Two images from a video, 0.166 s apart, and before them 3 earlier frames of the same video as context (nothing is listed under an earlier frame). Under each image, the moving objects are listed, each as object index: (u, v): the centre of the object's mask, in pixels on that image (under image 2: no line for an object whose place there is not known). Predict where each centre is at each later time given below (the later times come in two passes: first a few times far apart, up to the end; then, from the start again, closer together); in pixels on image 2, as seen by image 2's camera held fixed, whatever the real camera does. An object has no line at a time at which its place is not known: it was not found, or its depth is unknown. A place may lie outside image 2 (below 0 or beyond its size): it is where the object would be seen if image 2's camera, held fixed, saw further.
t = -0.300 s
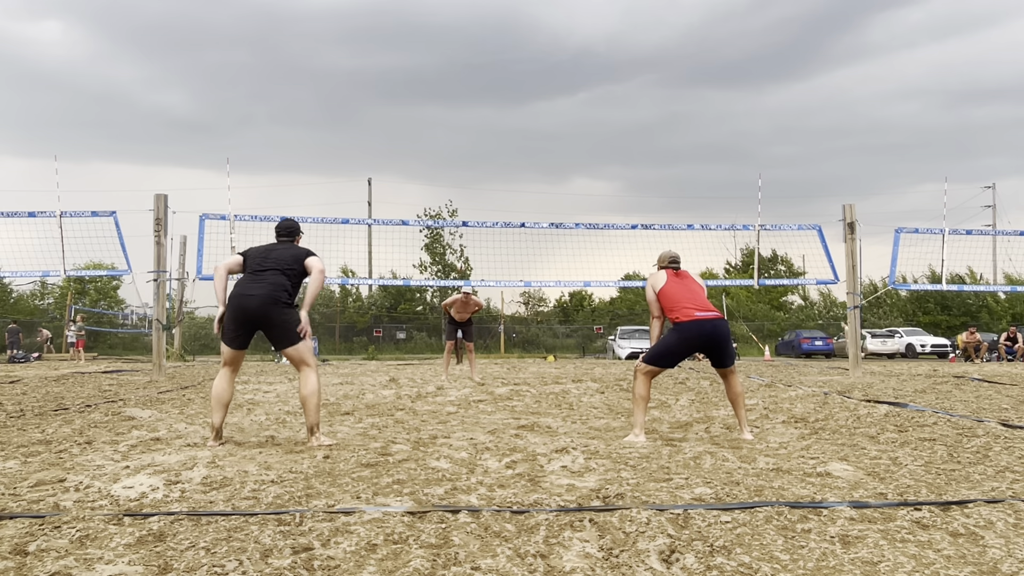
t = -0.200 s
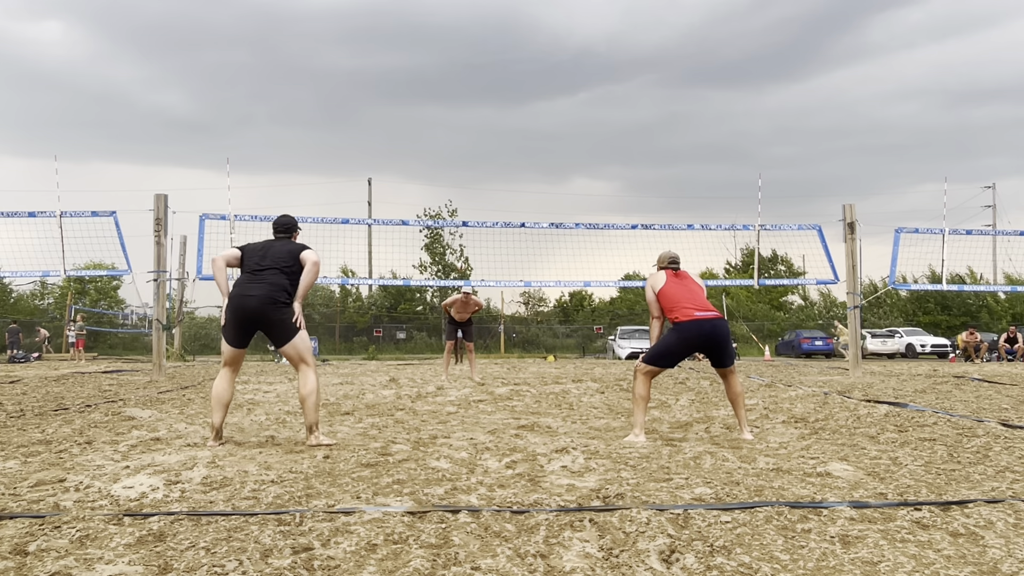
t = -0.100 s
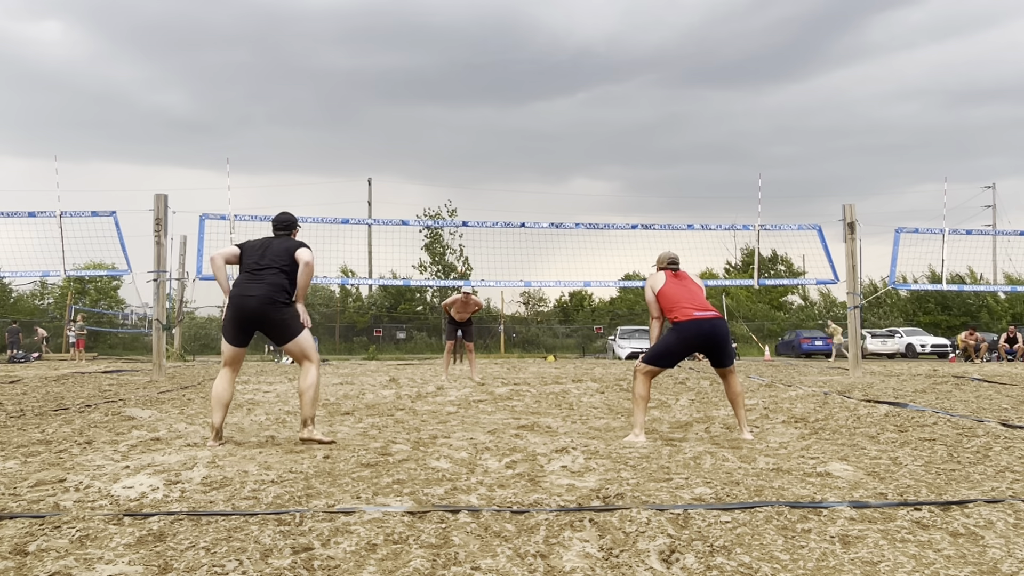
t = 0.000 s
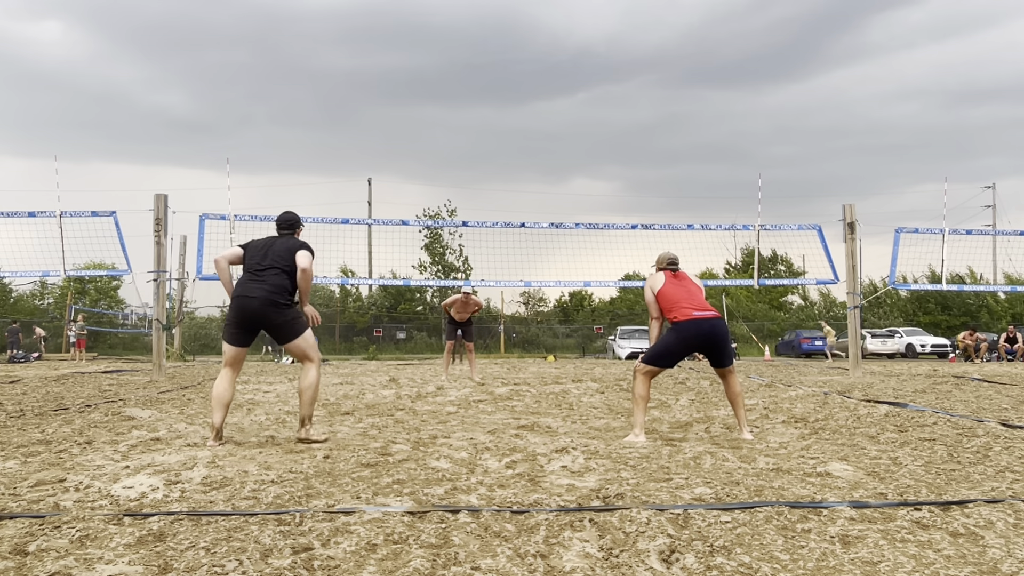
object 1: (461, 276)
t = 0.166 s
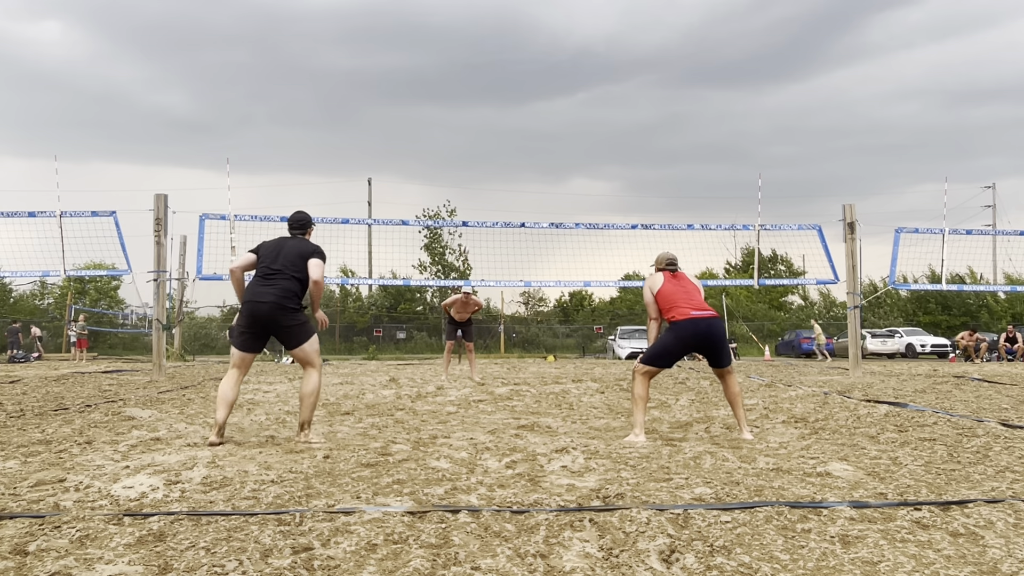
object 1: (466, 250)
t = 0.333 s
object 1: (470, 216)
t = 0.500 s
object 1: (477, 191)
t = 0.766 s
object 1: (486, 167)
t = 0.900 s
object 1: (493, 166)
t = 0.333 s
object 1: (470, 216)
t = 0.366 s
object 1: (471, 211)
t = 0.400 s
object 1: (473, 206)
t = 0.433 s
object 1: (474, 201)
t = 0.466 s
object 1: (476, 196)
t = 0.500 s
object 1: (477, 191)
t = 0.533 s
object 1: (478, 187)
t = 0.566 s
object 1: (479, 183)
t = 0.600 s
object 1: (480, 179)
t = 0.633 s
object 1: (482, 176)
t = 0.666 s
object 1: (483, 173)
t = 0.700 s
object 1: (484, 170)
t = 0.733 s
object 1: (485, 168)
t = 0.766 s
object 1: (486, 167)
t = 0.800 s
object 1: (487, 166)
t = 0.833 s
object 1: (489, 165)
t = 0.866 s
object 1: (491, 165)
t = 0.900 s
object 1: (493, 166)
